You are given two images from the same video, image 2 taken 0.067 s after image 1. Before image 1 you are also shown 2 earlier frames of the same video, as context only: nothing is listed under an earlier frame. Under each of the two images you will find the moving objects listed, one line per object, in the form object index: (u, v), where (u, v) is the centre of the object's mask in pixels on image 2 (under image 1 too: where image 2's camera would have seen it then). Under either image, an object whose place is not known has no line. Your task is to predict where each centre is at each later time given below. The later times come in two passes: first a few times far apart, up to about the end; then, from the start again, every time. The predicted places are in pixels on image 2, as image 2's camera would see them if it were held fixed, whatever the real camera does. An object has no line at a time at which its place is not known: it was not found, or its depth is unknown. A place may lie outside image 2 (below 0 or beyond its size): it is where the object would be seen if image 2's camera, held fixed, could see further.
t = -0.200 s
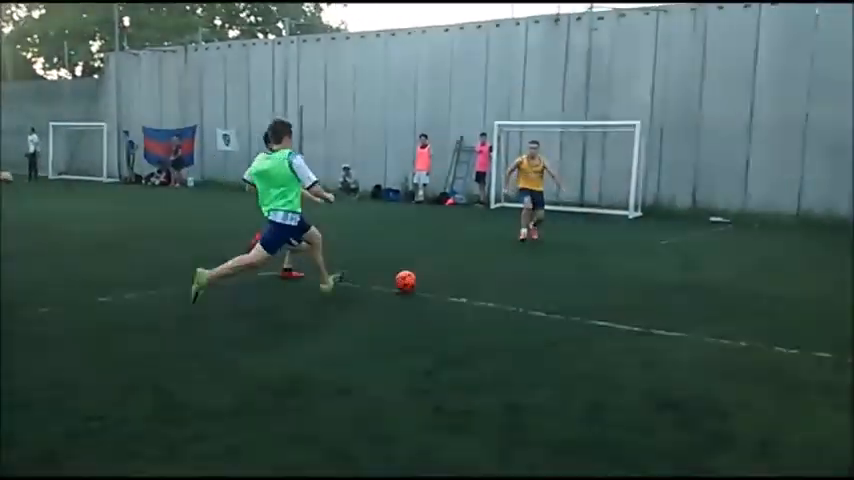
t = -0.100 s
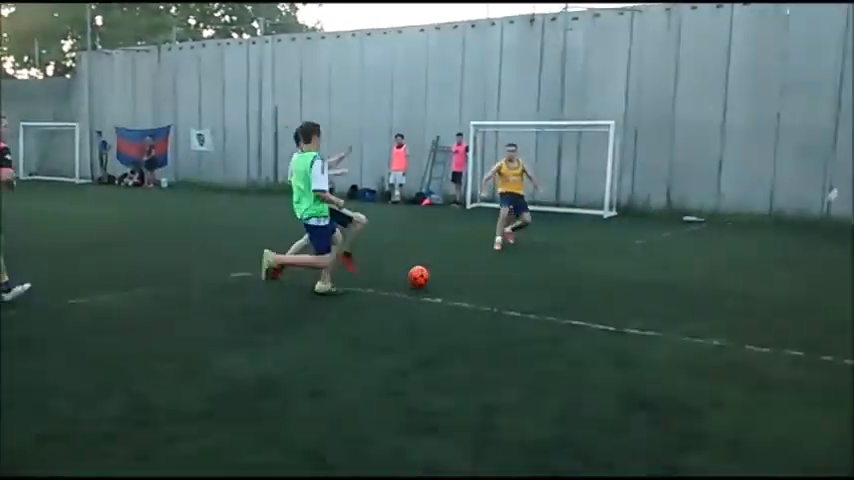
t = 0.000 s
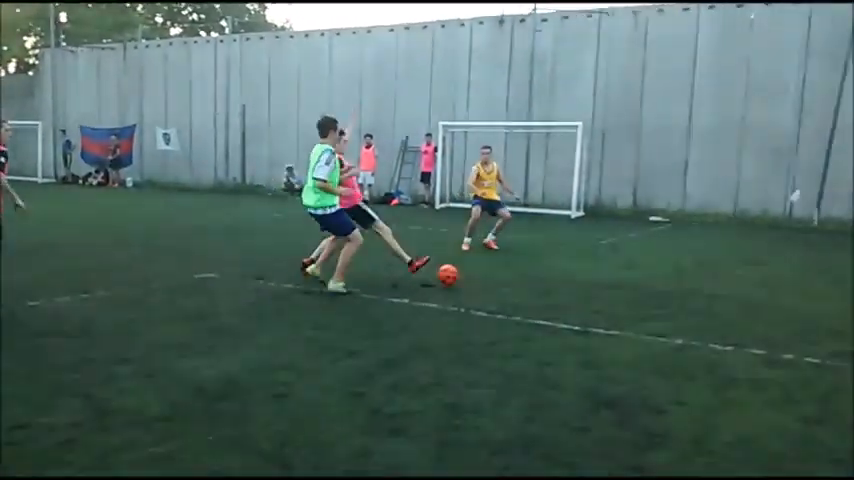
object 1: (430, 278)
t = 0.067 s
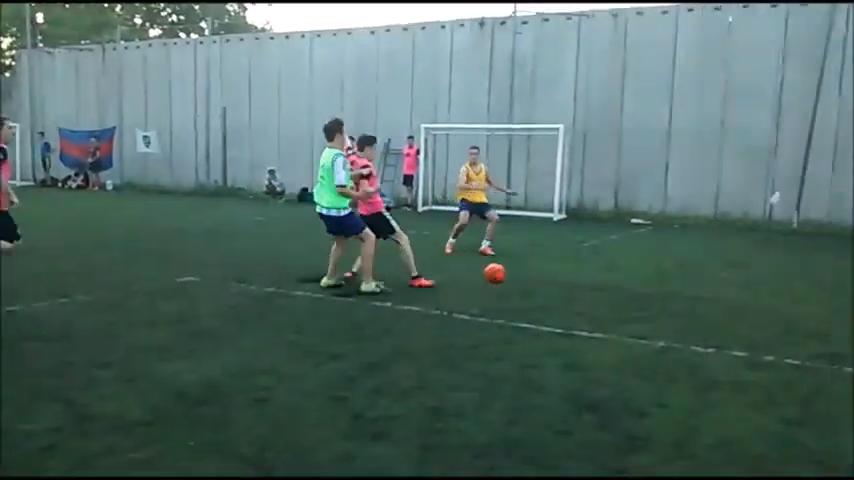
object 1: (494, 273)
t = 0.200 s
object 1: (625, 279)
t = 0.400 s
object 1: (808, 296)
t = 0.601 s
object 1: (972, 296)
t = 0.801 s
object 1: (1021, 258)
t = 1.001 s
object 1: (953, 220)
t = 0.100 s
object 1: (526, 273)
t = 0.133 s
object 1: (558, 274)
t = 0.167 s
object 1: (592, 276)
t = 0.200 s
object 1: (625, 279)
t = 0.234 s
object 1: (658, 284)
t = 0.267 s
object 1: (690, 290)
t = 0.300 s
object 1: (721, 293)
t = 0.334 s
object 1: (750, 293)
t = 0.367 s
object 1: (778, 294)
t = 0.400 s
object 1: (808, 296)
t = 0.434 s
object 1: (836, 296)
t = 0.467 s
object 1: (863, 298)
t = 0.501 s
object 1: (891, 298)
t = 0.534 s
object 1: (918, 299)
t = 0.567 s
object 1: (944, 298)
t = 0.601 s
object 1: (972, 296)
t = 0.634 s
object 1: (999, 297)
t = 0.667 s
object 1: (1025, 299)
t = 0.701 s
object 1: (1040, 292)
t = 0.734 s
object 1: (1039, 279)
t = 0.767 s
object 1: (1031, 268)
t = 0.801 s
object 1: (1021, 258)
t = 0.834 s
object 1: (1008, 249)
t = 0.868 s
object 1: (998, 241)
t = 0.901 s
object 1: (986, 234)
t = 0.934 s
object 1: (975, 229)
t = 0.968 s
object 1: (964, 224)
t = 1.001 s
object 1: (953, 220)
